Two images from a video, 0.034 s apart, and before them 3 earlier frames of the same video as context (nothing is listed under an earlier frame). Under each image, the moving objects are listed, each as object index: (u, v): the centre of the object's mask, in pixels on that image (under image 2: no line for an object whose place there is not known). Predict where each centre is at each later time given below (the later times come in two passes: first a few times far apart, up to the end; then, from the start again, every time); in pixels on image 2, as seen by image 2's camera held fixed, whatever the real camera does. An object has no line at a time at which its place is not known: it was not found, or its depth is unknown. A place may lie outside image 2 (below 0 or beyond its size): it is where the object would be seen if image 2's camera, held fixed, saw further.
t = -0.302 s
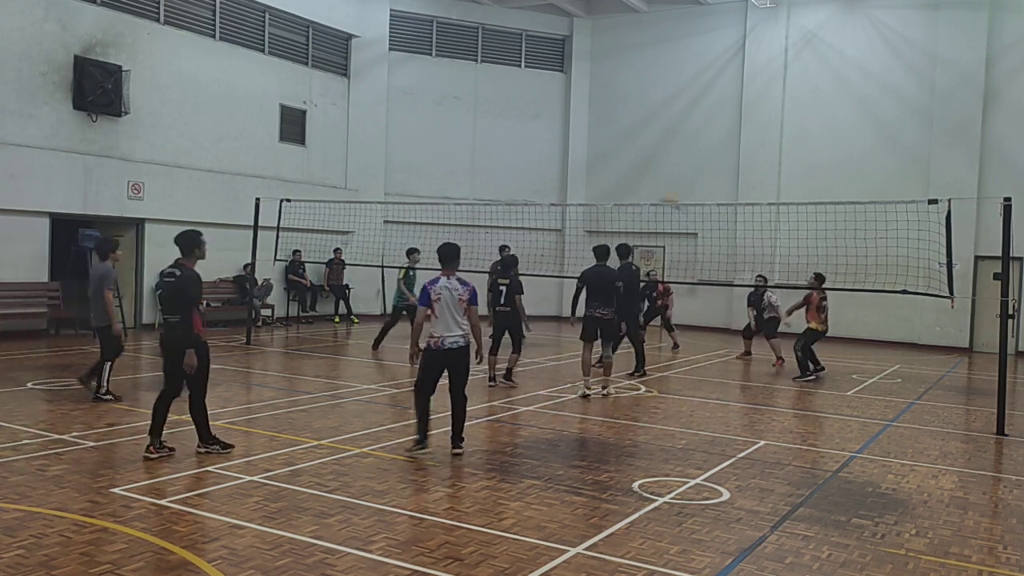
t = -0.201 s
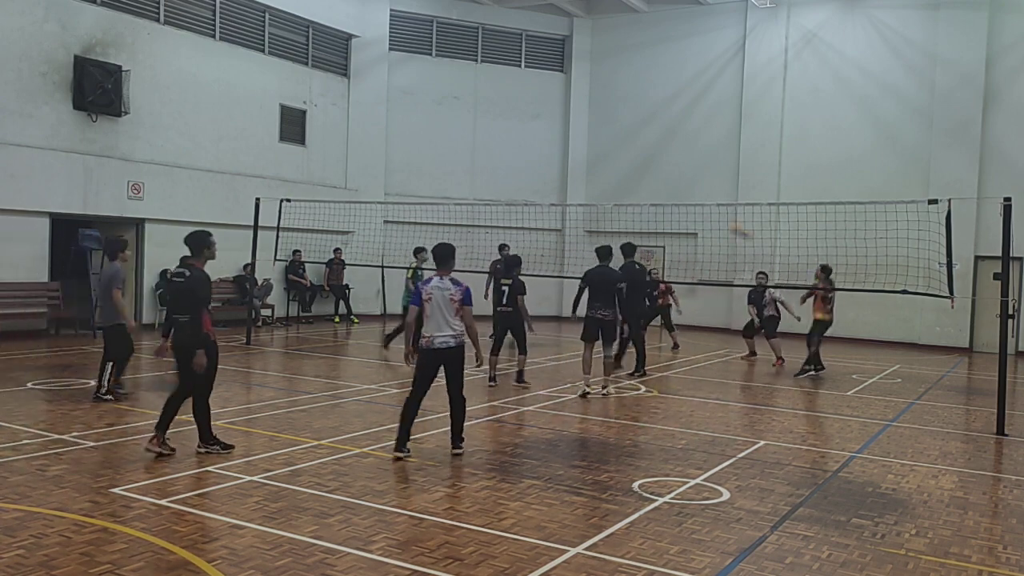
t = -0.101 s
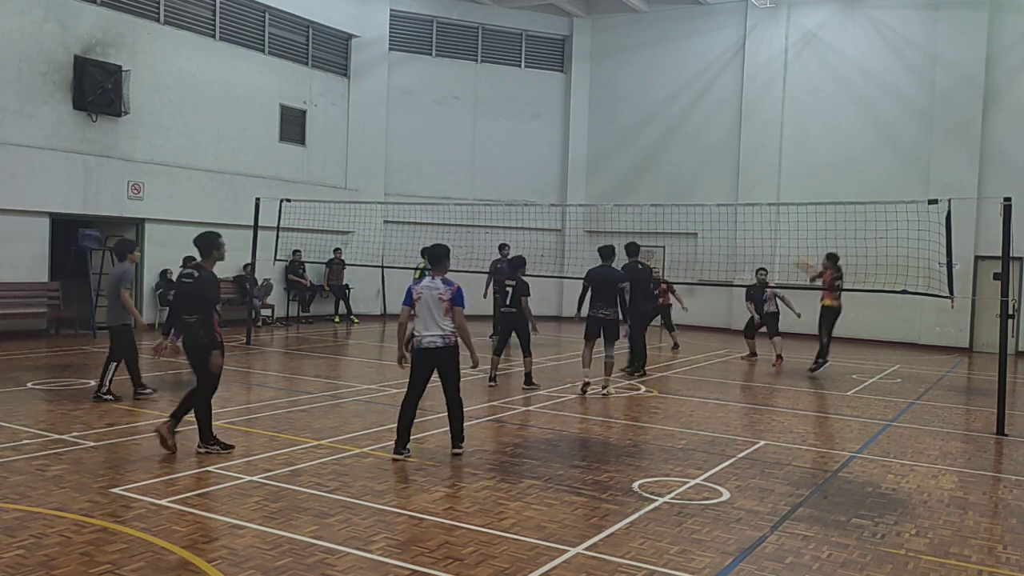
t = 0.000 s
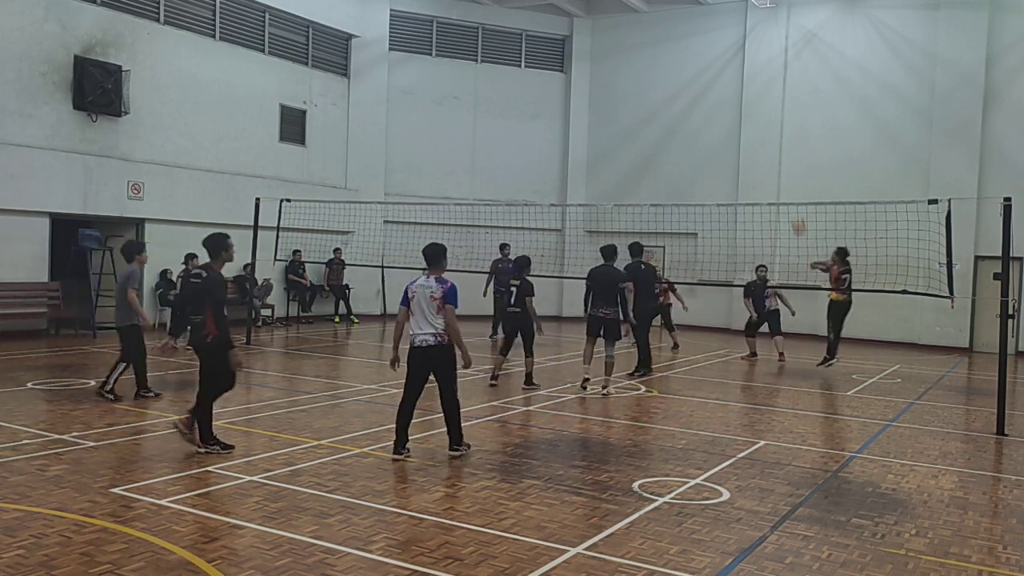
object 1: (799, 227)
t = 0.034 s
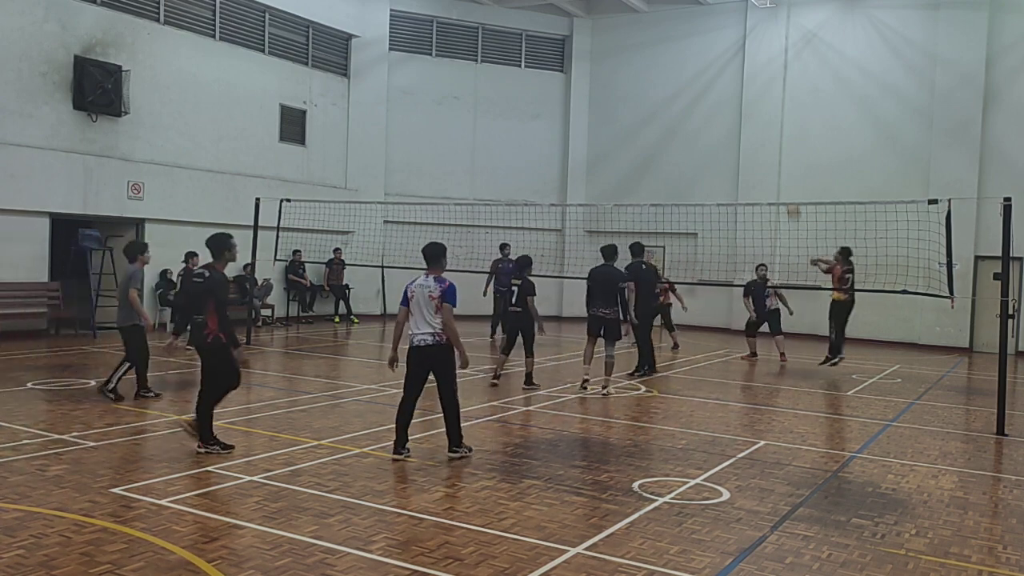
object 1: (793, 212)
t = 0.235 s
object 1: (762, 136)
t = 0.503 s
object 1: (723, 81)
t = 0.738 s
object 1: (691, 67)
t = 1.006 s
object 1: (655, 90)
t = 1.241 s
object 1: (626, 137)
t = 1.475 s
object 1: (596, 209)
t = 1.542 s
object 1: (586, 230)
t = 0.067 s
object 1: (788, 195)
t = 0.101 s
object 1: (783, 183)
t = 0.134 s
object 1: (777, 170)
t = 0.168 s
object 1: (773, 159)
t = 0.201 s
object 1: (767, 147)
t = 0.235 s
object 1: (762, 136)
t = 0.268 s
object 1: (757, 128)
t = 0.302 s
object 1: (752, 118)
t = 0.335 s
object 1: (747, 110)
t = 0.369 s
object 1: (742, 102)
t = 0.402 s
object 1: (737, 96)
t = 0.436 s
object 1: (733, 90)
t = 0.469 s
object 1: (728, 85)
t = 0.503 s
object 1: (723, 81)
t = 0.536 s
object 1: (718, 76)
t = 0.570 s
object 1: (714, 73)
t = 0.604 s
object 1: (709, 71)
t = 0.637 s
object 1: (704, 69)
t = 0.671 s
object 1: (700, 67)
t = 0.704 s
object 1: (696, 67)
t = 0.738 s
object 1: (691, 67)
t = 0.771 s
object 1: (687, 68)
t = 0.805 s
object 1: (682, 69)
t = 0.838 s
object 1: (678, 71)
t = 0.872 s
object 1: (673, 74)
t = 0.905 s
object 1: (669, 77)
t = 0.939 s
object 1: (664, 81)
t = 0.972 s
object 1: (660, 85)
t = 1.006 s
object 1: (655, 90)
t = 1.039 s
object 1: (651, 95)
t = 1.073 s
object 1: (647, 100)
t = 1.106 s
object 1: (643, 106)
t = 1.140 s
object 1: (638, 114)
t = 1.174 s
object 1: (634, 121)
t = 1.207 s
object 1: (630, 129)
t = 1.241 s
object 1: (626, 137)
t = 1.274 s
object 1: (621, 146)
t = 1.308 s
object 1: (618, 155)
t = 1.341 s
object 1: (613, 165)
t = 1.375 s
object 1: (609, 175)
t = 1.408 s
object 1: (604, 185)
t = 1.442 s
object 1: (601, 197)
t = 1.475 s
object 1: (596, 209)
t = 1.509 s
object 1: (593, 218)
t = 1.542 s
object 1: (586, 230)
